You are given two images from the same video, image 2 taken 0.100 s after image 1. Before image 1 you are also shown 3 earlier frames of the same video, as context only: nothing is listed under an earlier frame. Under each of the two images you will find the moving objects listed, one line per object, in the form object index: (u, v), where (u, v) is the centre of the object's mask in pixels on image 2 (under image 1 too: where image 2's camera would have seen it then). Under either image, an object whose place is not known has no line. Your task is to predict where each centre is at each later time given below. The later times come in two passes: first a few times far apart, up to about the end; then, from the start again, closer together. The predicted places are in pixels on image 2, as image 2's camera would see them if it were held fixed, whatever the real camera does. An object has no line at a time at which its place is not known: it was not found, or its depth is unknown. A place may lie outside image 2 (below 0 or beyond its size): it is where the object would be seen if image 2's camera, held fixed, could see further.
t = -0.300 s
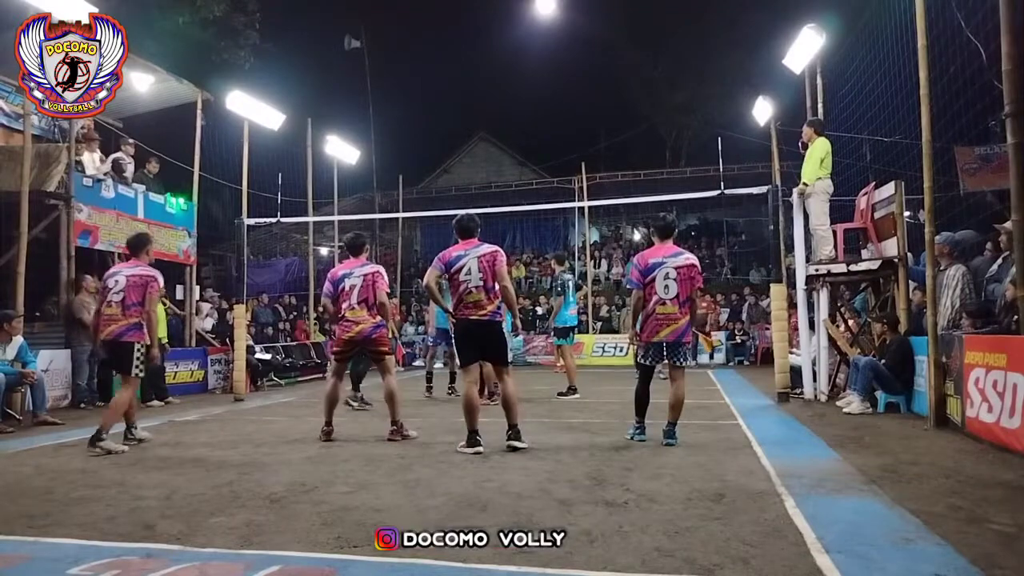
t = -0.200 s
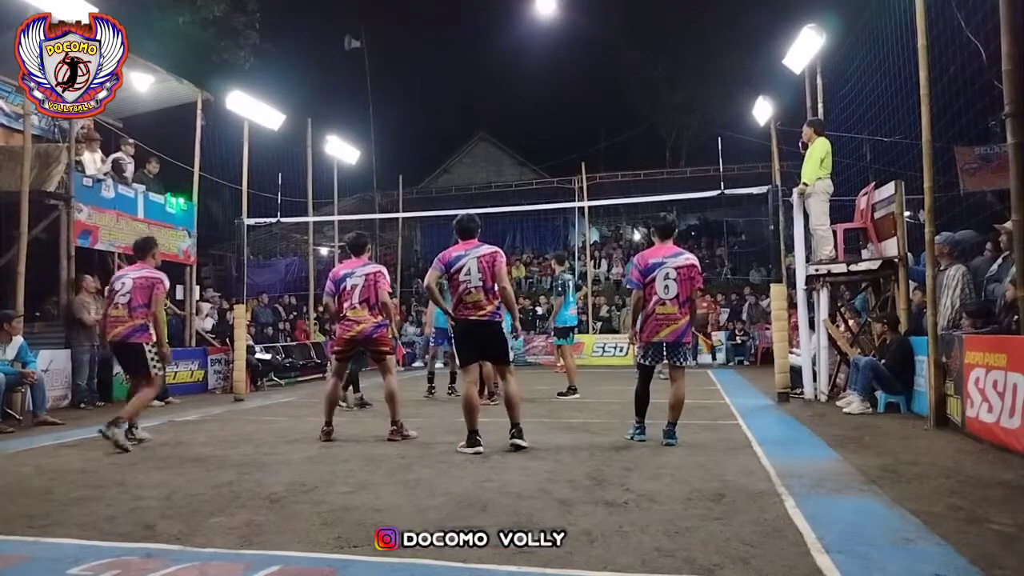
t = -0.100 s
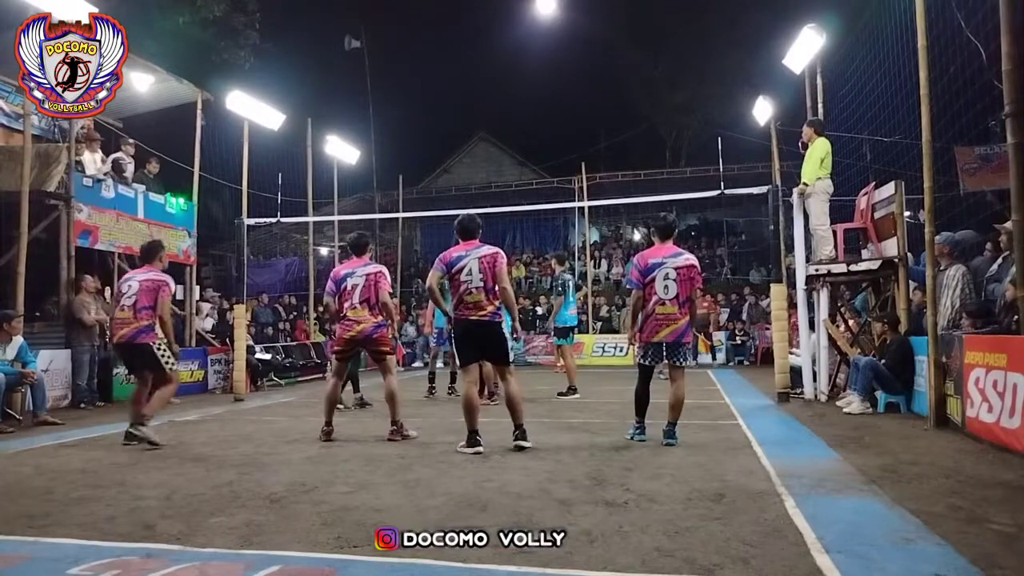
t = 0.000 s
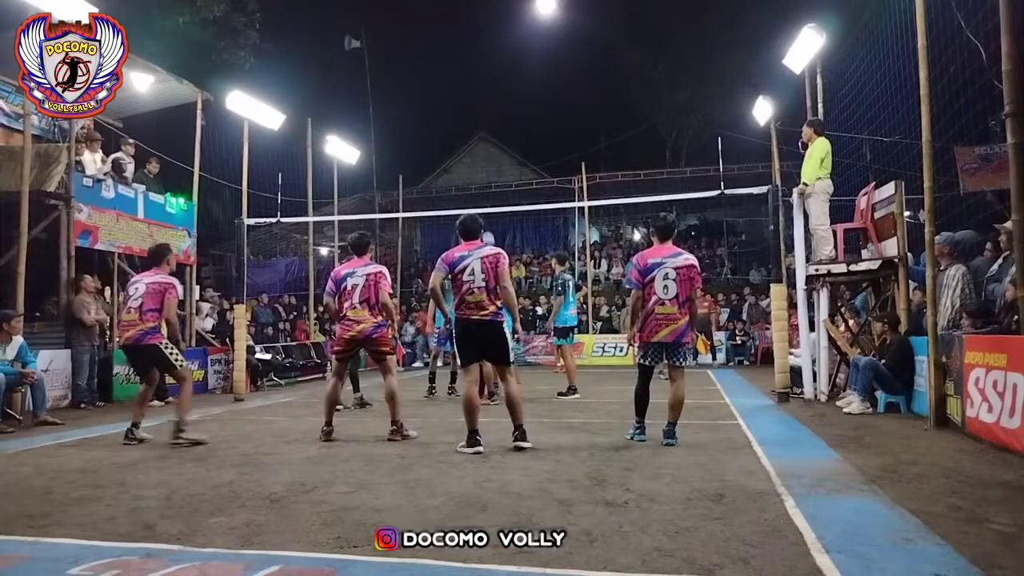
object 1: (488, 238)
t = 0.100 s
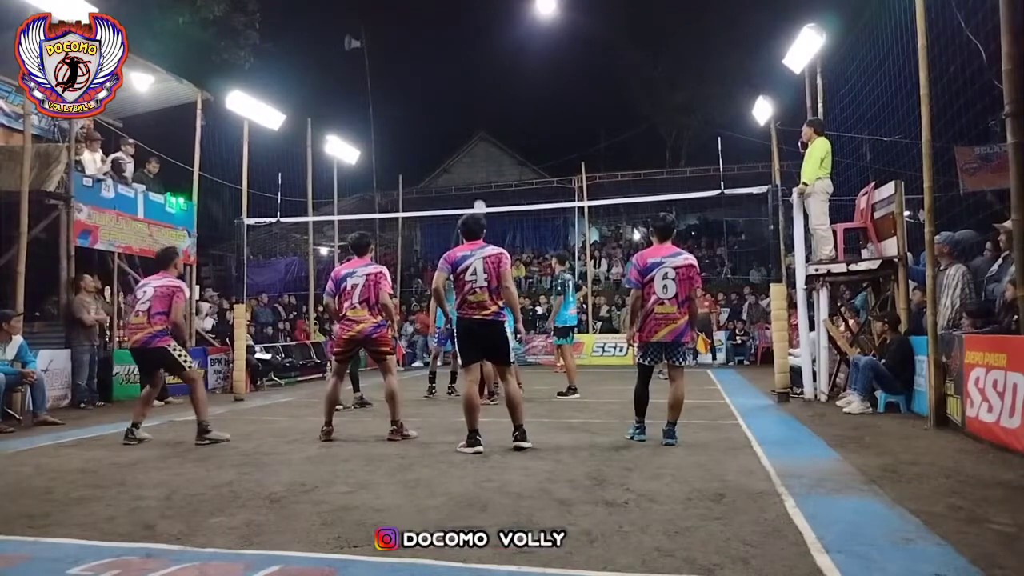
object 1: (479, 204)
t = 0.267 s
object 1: (468, 164)
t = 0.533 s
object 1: (446, 122)
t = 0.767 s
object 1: (425, 130)
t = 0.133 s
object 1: (477, 198)
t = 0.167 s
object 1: (475, 188)
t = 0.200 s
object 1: (472, 180)
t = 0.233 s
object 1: (470, 172)
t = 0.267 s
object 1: (468, 164)
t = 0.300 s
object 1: (465, 157)
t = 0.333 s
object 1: (462, 151)
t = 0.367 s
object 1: (460, 145)
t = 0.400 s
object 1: (457, 139)
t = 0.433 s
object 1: (454, 134)
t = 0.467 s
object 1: (451, 129)
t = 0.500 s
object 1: (449, 125)
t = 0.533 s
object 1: (446, 122)
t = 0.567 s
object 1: (441, 118)
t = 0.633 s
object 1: (439, 118)
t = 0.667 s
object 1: (434, 120)
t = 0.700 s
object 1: (431, 122)
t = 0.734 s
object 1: (428, 126)
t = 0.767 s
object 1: (425, 130)
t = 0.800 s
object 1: (422, 136)
